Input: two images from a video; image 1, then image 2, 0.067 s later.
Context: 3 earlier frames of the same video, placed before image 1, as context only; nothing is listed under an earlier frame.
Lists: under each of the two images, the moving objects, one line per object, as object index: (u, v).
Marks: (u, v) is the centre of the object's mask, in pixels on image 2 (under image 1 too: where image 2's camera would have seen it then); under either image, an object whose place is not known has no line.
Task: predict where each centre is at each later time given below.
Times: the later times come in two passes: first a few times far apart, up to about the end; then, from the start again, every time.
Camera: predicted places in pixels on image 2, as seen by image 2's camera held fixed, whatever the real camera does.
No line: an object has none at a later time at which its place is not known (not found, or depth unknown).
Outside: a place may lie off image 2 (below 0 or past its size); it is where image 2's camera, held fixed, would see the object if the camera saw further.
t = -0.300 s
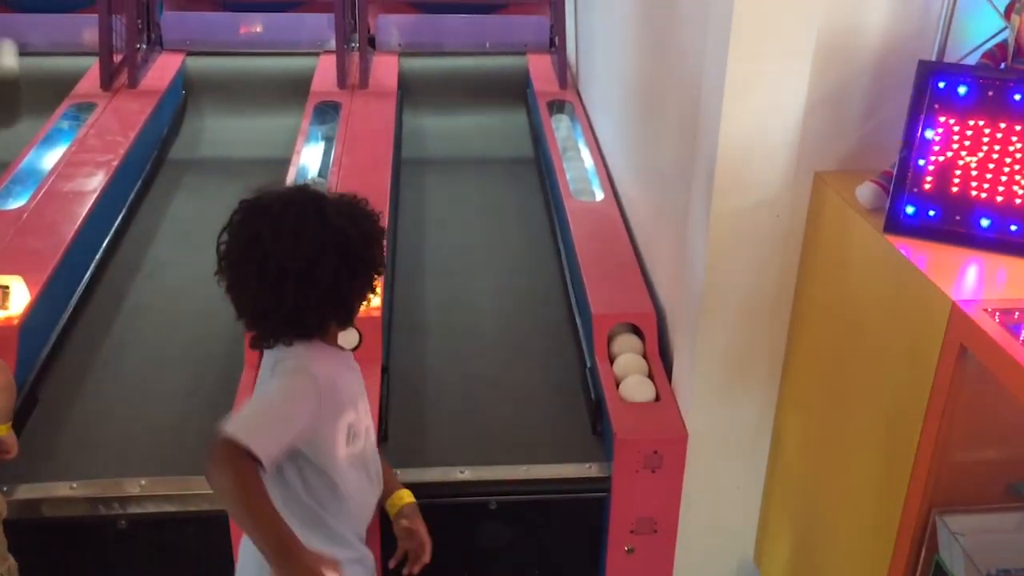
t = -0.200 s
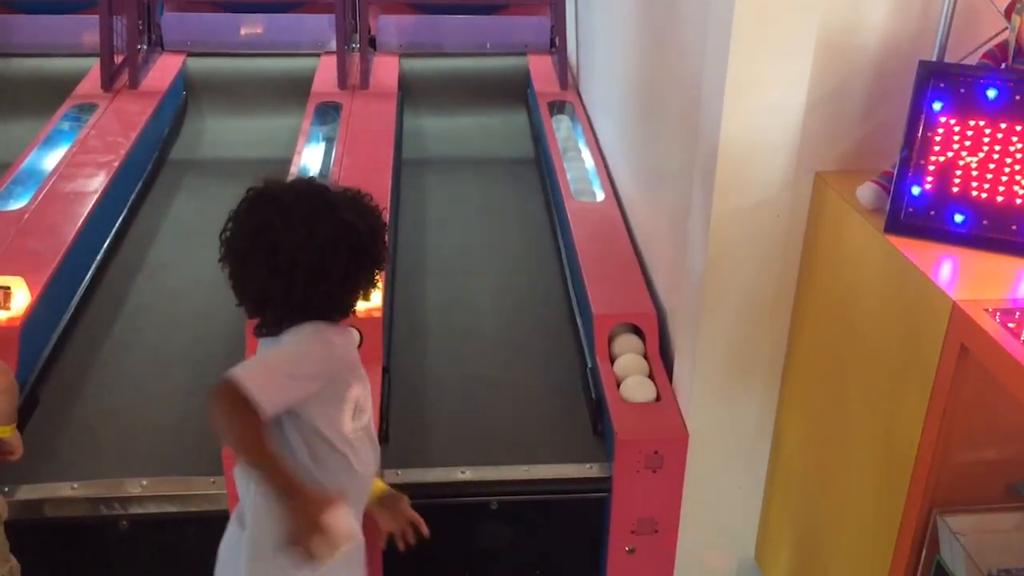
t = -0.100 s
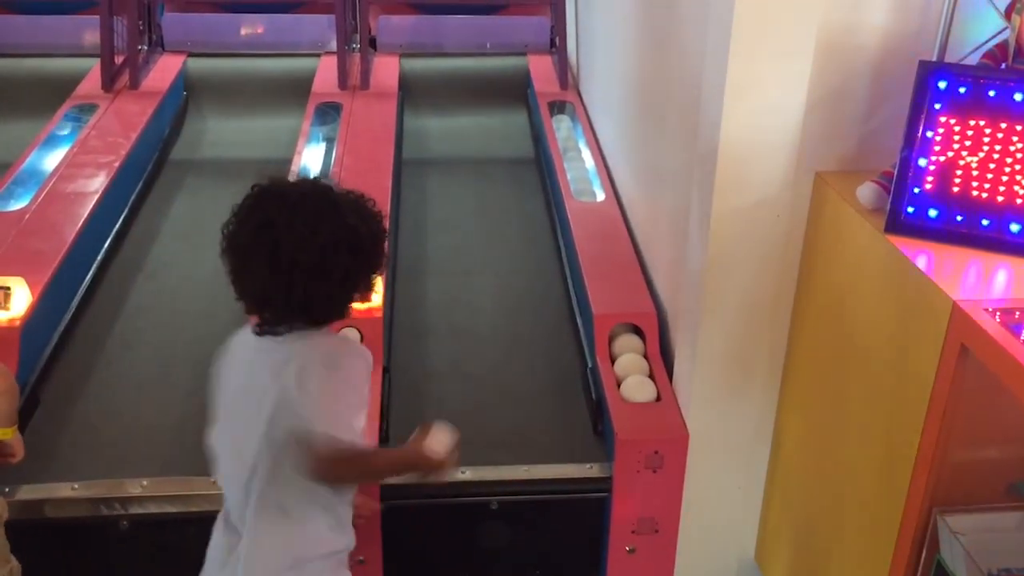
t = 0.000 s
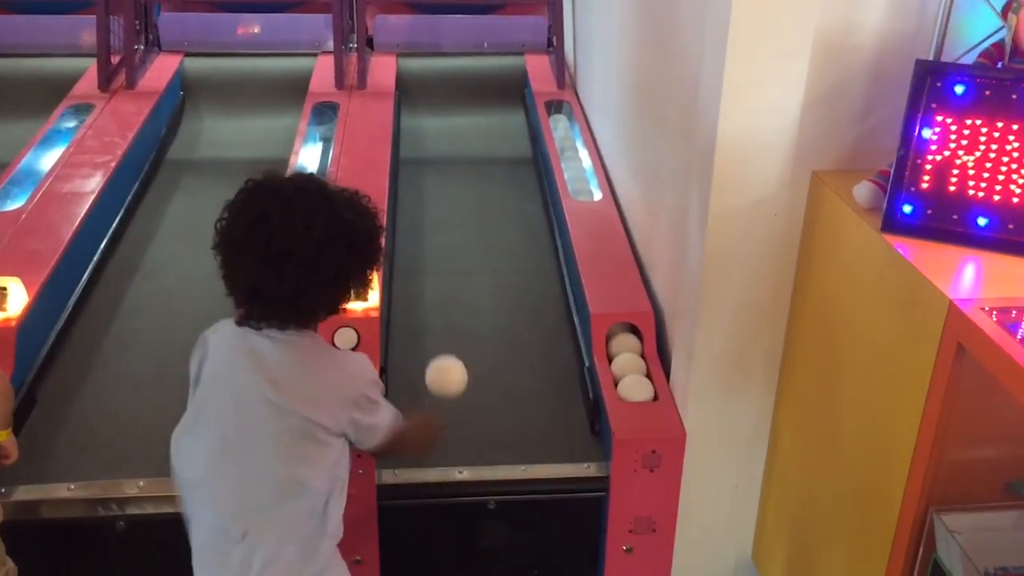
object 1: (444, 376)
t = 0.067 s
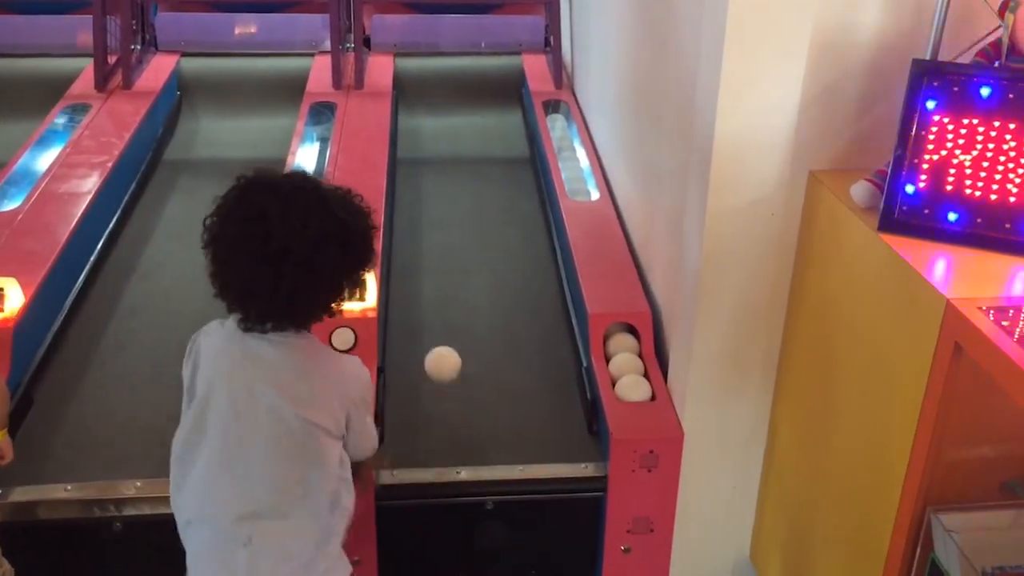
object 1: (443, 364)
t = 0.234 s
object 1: (439, 280)
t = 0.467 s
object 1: (431, 202)
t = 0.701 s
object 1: (425, 145)
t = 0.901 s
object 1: (421, 99)
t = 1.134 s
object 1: (413, 56)
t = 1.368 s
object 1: (406, 60)
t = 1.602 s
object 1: (419, 115)
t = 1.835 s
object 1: (453, 154)
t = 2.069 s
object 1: (495, 201)
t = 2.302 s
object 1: (540, 263)
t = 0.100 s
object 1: (443, 362)
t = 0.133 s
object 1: (441, 333)
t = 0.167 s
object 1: (440, 311)
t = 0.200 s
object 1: (439, 294)
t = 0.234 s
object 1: (439, 280)
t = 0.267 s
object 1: (438, 268)
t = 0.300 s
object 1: (436, 254)
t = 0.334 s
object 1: (435, 244)
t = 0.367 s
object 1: (434, 232)
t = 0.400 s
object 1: (433, 221)
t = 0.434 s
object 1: (432, 212)
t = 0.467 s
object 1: (431, 202)
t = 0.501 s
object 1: (430, 192)
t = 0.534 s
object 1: (429, 183)
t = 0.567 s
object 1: (428, 175)
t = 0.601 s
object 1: (427, 167)
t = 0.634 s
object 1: (426, 159)
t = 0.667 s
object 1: (426, 152)
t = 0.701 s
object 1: (425, 145)
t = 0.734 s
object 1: (425, 138)
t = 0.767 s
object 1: (424, 131)
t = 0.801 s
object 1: (423, 125)
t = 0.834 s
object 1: (423, 118)
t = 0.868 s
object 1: (422, 111)
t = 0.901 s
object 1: (421, 99)
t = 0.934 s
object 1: (420, 88)
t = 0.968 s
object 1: (418, 78)
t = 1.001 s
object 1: (418, 71)
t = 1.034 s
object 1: (417, 65)
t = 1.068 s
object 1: (415, 61)
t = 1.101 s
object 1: (414, 58)
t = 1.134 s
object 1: (413, 56)
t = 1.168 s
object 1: (412, 54)
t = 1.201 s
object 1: (411, 53)
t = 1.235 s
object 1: (410, 53)
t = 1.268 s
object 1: (409, 54)
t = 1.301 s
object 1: (408, 55)
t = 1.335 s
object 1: (407, 57)
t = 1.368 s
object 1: (406, 60)
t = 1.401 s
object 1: (405, 65)
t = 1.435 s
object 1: (405, 70)
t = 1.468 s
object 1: (405, 78)
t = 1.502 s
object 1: (405, 88)
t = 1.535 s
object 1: (409, 97)
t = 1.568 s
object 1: (414, 107)
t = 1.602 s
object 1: (419, 115)
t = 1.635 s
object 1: (423, 120)
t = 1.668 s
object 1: (427, 125)
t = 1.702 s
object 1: (433, 132)
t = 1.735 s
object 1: (438, 137)
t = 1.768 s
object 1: (443, 143)
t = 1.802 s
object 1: (448, 148)
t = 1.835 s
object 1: (453, 154)
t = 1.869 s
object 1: (458, 160)
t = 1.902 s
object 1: (464, 166)
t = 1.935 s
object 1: (470, 172)
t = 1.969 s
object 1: (476, 179)
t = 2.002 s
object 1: (482, 185)
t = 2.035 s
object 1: (488, 193)
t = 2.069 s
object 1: (495, 201)
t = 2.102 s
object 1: (501, 208)
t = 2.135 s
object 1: (507, 216)
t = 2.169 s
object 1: (514, 225)
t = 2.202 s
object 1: (523, 235)
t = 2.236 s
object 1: (531, 244)
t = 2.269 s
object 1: (539, 254)
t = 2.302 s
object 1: (540, 263)
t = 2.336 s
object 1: (542, 274)
